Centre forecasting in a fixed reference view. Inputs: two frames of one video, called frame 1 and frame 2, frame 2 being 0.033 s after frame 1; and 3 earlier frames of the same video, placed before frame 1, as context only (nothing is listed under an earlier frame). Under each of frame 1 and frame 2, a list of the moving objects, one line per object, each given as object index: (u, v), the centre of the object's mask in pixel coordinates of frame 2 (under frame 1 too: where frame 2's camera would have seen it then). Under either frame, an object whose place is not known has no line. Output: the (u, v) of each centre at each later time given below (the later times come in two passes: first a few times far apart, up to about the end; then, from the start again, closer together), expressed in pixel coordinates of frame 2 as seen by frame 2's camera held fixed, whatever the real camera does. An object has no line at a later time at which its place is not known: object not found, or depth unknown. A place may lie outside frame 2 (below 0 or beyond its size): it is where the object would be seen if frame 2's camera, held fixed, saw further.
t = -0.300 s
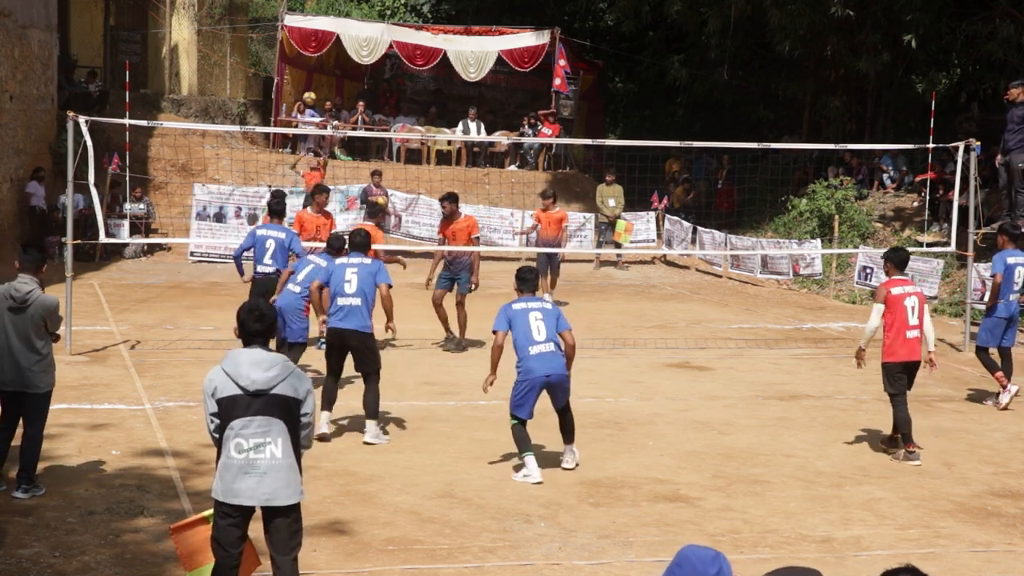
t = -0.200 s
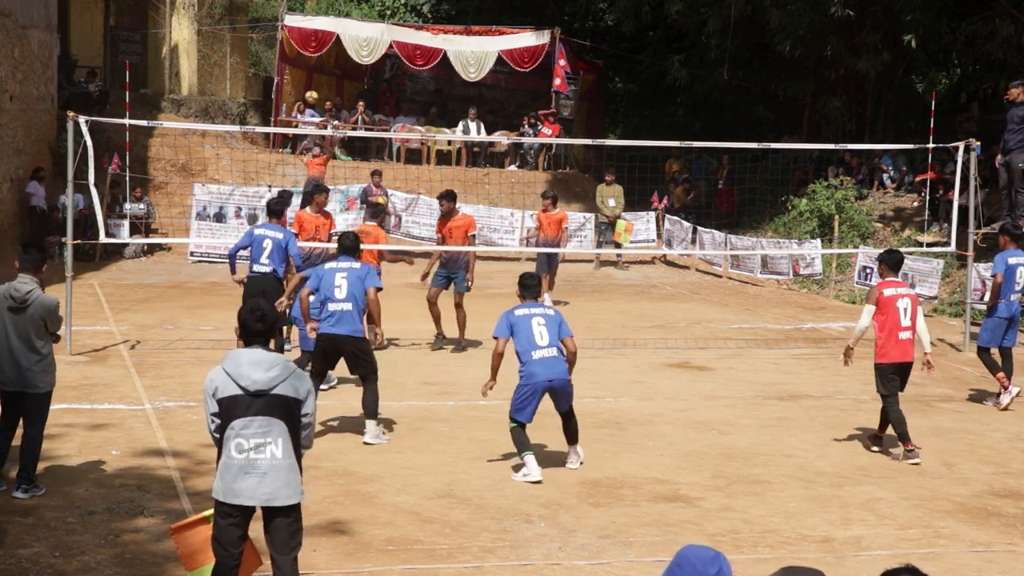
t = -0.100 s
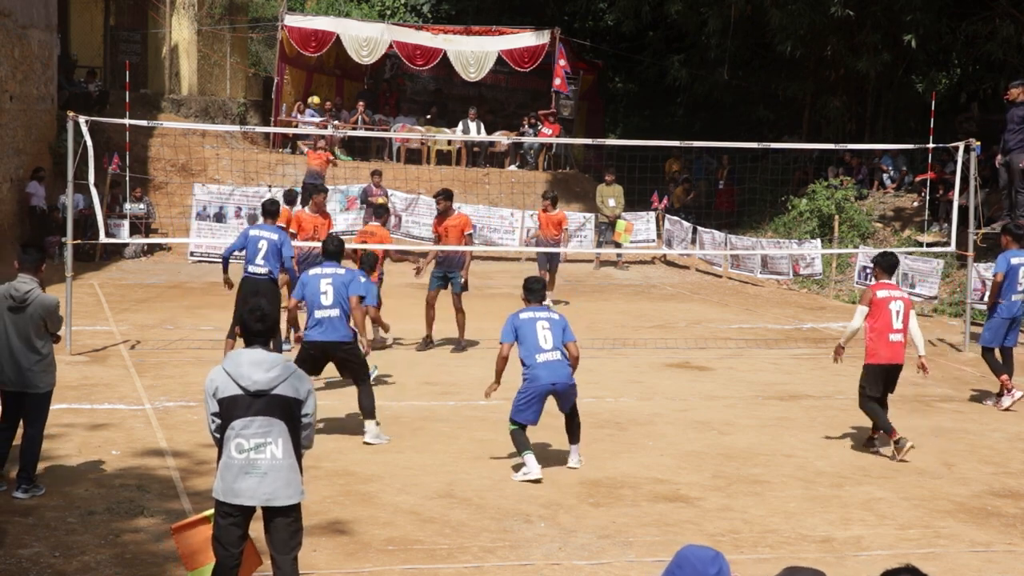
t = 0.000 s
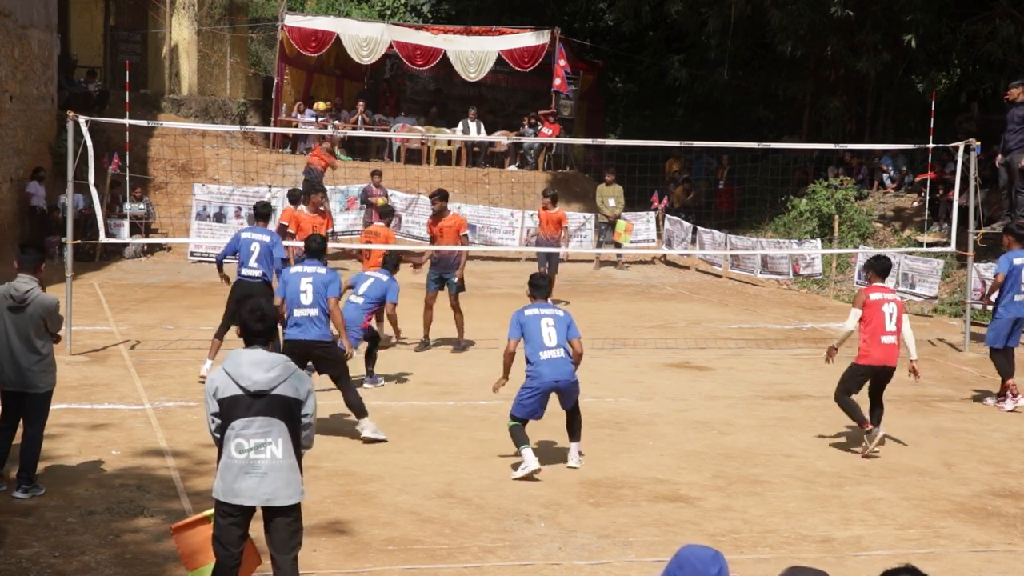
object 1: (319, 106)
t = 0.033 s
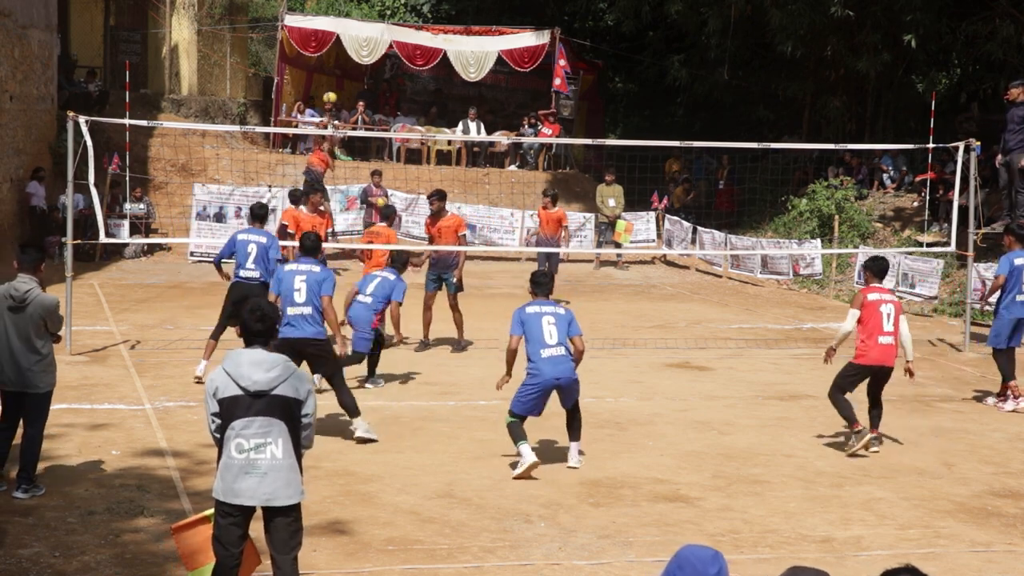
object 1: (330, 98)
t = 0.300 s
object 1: (416, 38)
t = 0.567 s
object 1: (519, 25)
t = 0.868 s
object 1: (660, 78)
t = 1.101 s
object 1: (799, 190)
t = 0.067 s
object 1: (340, 89)
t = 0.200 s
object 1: (384, 57)
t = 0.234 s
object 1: (394, 50)
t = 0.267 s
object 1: (405, 43)
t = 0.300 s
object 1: (416, 38)
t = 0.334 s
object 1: (428, 34)
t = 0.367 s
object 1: (441, 32)
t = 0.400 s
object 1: (453, 29)
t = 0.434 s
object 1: (465, 26)
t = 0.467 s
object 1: (478, 25)
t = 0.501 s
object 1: (491, 24)
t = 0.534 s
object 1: (505, 25)
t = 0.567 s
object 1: (519, 25)
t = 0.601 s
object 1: (533, 27)
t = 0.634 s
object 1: (548, 30)
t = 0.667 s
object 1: (563, 33)
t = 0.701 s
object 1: (578, 38)
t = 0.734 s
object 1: (594, 43)
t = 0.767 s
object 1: (610, 50)
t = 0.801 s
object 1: (626, 58)
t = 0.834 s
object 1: (643, 67)
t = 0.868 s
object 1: (660, 78)
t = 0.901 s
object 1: (679, 90)
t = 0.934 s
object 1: (697, 102)
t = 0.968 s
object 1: (716, 117)
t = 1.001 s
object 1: (736, 132)
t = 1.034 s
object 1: (757, 151)
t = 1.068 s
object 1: (778, 170)
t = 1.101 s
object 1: (799, 190)
